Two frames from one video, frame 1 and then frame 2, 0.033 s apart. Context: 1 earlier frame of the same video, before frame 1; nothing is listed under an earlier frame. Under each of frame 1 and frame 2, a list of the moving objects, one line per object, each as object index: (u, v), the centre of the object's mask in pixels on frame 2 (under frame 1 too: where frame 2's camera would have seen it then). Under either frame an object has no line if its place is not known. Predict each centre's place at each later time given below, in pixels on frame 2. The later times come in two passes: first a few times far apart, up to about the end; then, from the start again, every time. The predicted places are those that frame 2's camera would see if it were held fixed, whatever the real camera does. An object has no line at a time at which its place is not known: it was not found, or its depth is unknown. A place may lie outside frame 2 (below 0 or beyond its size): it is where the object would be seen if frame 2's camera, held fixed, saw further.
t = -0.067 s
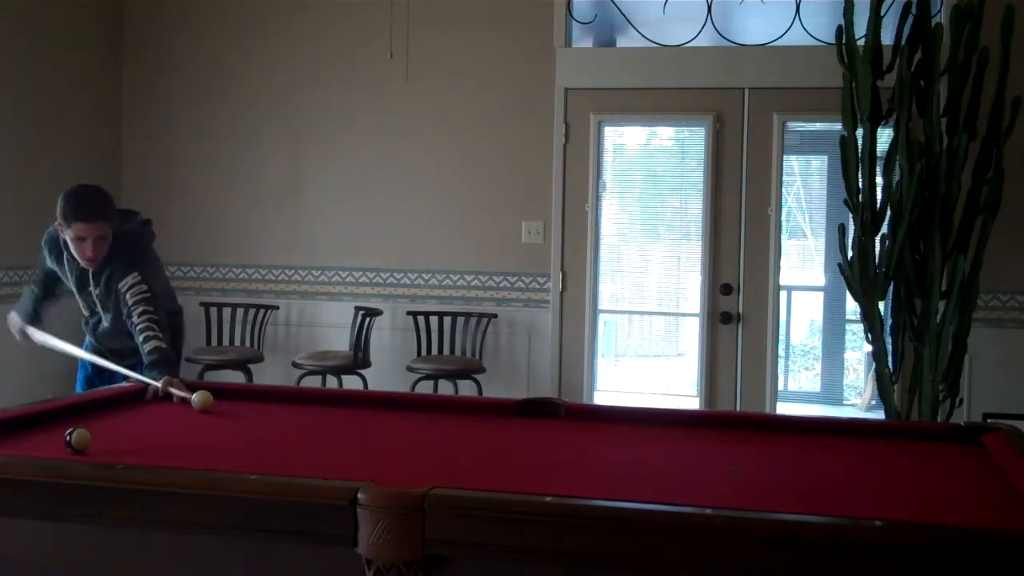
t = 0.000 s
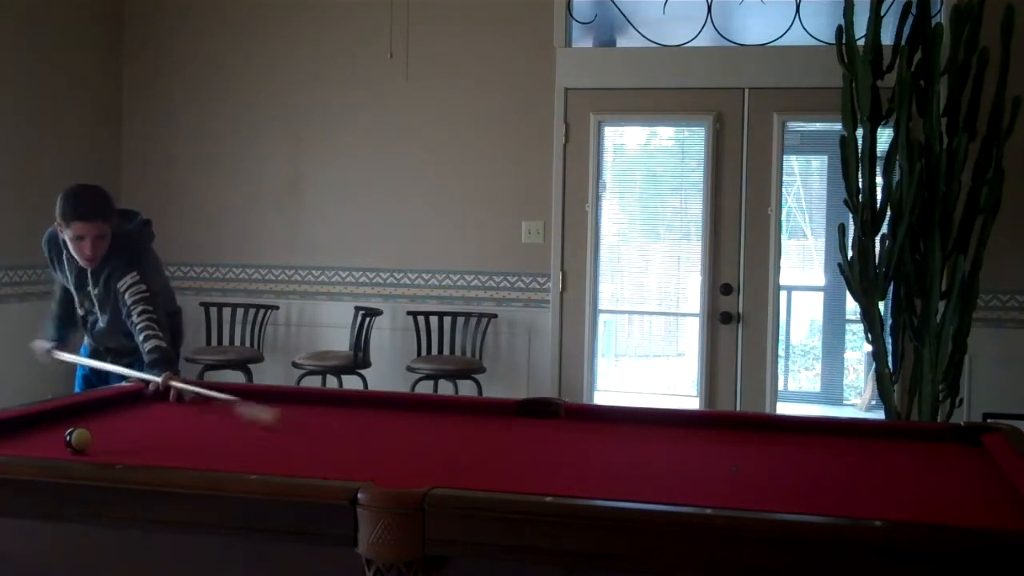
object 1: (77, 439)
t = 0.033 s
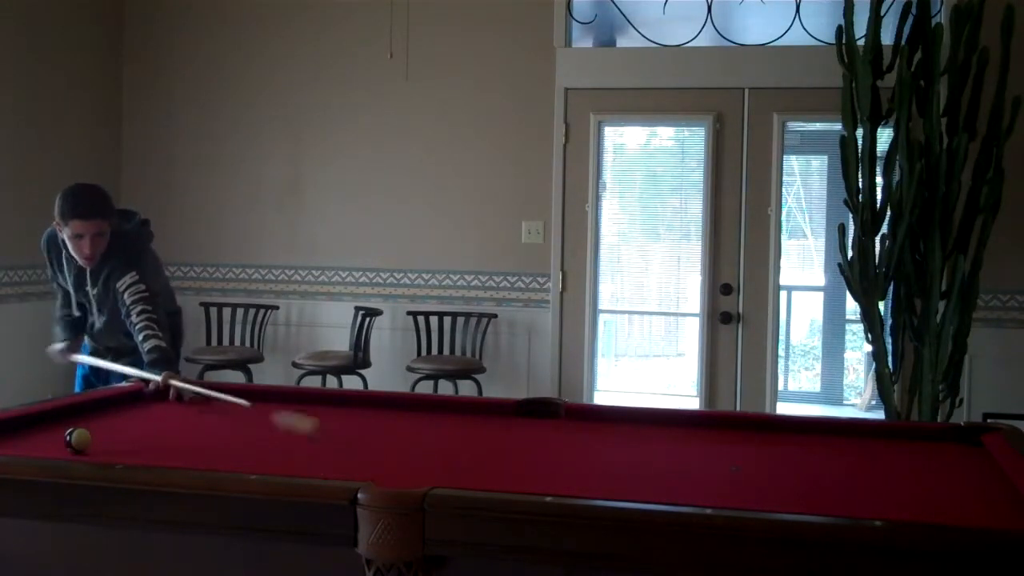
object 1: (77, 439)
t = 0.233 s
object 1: (77, 439)
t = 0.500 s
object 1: (77, 439)
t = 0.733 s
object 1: (77, 439)
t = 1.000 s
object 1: (77, 439)
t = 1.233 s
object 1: (77, 439)
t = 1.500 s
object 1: (77, 439)
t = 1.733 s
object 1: (74, 440)
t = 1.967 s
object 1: (11, 444)
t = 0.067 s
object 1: (77, 439)
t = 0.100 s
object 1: (77, 439)
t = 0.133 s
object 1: (77, 439)
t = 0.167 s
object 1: (77, 439)
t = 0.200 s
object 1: (77, 439)
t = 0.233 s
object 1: (77, 439)
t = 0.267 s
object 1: (77, 439)
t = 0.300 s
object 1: (77, 439)
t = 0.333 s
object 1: (77, 439)
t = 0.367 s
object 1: (77, 439)
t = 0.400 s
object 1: (77, 439)
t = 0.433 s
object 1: (77, 439)
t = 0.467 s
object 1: (77, 439)
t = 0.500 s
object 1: (77, 439)
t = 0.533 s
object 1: (77, 439)
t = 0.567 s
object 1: (77, 439)
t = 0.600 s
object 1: (77, 439)
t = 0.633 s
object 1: (77, 439)
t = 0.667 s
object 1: (77, 439)
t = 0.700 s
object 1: (77, 439)
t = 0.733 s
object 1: (77, 439)
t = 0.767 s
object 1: (77, 439)
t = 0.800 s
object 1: (77, 439)
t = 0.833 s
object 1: (77, 439)
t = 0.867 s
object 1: (77, 439)
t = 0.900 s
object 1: (77, 439)
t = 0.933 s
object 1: (77, 439)
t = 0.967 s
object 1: (77, 439)
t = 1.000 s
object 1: (77, 439)
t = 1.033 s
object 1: (77, 439)
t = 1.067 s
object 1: (77, 439)
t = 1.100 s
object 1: (77, 439)
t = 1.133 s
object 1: (77, 439)
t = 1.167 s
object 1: (77, 439)
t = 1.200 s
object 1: (77, 439)
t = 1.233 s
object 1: (77, 439)
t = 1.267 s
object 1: (77, 439)
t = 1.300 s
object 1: (77, 439)
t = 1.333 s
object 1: (77, 439)
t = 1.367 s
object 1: (77, 439)
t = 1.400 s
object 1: (77, 439)
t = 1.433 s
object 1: (77, 439)
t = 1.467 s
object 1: (77, 439)
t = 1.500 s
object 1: (77, 439)
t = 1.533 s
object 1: (77, 439)
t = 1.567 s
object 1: (77, 439)
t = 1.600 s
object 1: (77, 439)
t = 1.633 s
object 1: (77, 439)
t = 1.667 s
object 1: (77, 439)
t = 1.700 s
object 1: (77, 439)
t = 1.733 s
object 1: (74, 440)
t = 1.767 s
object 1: (65, 440)
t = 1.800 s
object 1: (55, 441)
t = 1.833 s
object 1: (45, 442)
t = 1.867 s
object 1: (33, 443)
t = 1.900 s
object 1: (24, 444)
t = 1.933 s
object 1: (13, 444)
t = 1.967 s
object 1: (11, 444)
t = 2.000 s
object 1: (13, 444)
